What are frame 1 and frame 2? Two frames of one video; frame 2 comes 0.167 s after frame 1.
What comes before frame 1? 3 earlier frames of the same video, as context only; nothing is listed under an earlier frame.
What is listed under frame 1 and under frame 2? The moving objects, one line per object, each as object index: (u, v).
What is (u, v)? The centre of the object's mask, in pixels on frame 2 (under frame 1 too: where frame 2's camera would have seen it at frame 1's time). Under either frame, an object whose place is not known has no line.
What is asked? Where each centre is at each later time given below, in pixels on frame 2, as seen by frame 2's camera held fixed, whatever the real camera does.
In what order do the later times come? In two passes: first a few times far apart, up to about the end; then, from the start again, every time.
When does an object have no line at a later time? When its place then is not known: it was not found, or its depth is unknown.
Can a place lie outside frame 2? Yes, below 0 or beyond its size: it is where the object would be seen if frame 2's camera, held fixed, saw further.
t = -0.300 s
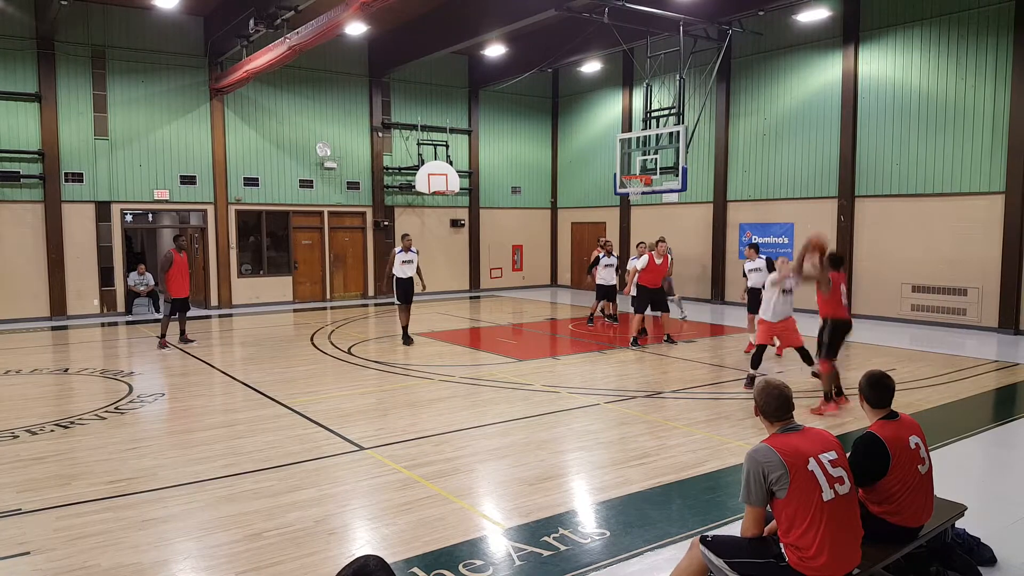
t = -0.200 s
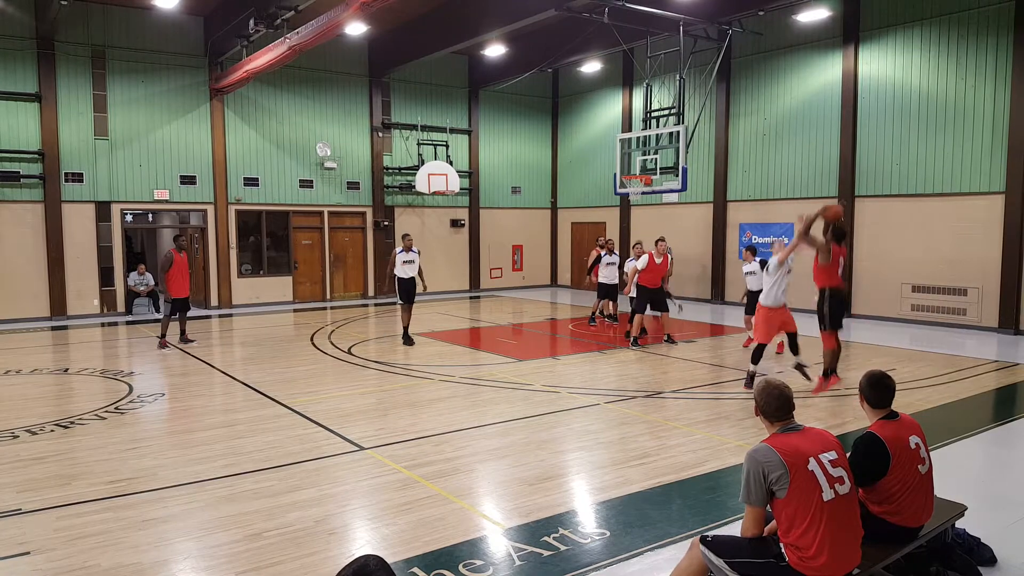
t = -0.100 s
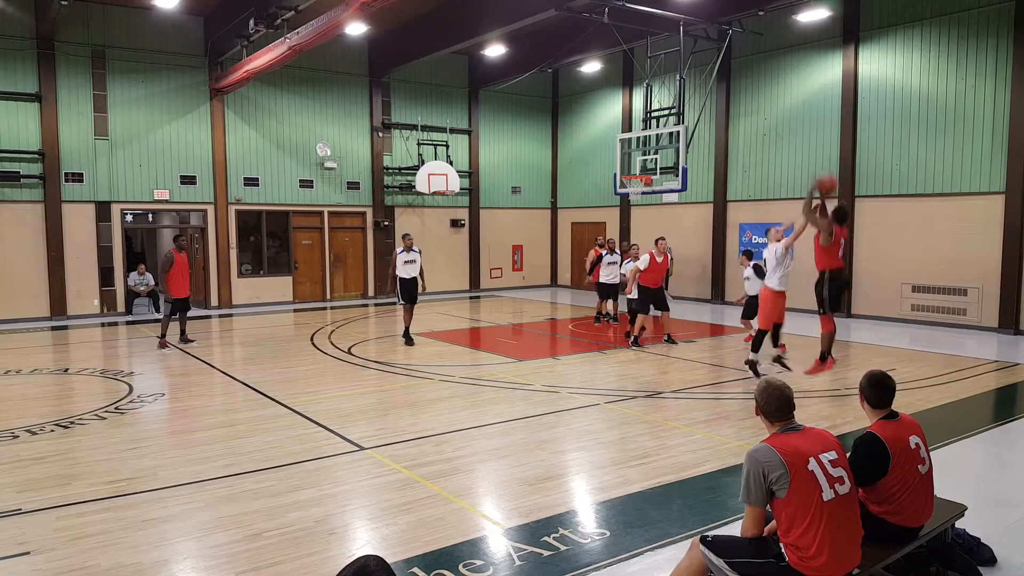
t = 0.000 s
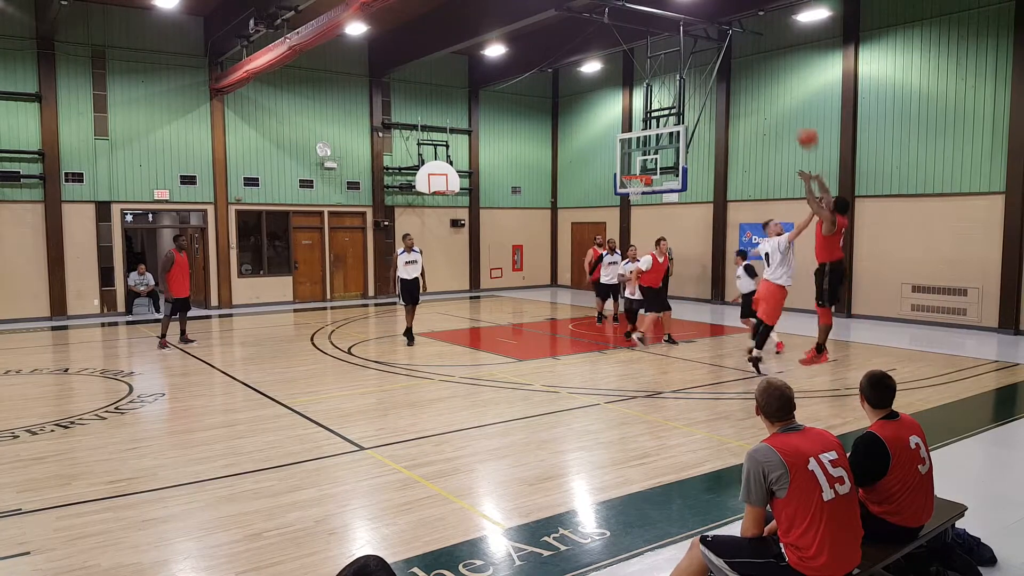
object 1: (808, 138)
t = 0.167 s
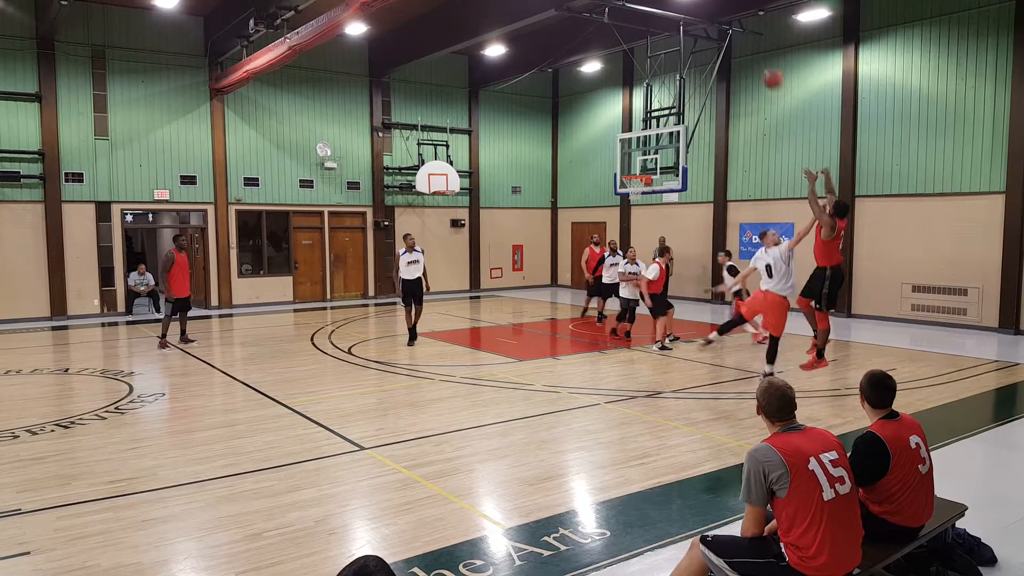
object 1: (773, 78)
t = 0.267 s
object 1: (755, 58)
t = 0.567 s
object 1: (708, 43)
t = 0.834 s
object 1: (674, 76)
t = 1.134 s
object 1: (643, 148)
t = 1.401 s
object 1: (627, 126)
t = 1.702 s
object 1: (611, 91)
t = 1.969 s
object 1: (597, 96)
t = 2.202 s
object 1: (585, 128)
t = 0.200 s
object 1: (767, 71)
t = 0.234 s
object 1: (761, 63)
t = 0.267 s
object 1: (755, 58)
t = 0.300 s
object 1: (749, 53)
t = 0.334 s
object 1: (743, 49)
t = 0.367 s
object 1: (738, 46)
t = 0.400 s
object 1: (732, 43)
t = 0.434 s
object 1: (726, 42)
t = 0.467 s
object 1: (721, 41)
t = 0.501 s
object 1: (716, 41)
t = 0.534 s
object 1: (713, 42)
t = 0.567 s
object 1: (708, 43)
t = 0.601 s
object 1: (702, 45)
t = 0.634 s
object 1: (697, 48)
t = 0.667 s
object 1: (693, 51)
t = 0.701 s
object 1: (690, 55)
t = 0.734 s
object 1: (686, 60)
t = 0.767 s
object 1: (681, 64)
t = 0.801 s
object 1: (677, 70)
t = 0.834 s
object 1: (674, 76)
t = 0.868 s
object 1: (670, 82)
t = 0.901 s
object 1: (667, 90)
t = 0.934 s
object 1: (663, 97)
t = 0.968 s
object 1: (660, 105)
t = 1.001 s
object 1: (656, 114)
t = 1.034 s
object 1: (653, 122)
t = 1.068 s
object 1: (649, 130)
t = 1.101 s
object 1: (646, 141)
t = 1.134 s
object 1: (643, 148)
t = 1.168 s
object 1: (640, 159)
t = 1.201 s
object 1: (636, 169)
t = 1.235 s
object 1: (634, 166)
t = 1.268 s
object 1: (633, 158)
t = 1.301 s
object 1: (632, 149)
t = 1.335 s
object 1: (629, 142)
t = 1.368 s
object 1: (628, 133)
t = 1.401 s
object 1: (627, 126)
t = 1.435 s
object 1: (626, 122)
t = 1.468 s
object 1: (624, 115)
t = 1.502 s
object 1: (620, 110)
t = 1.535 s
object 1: (619, 106)
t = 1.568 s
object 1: (618, 101)
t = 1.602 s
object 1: (617, 98)
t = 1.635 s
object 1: (615, 95)
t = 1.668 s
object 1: (613, 92)
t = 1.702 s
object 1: (611, 91)
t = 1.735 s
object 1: (609, 90)
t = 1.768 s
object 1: (607, 89)
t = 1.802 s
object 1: (606, 89)
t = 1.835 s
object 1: (604, 89)
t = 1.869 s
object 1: (602, 90)
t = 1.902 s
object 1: (601, 91)
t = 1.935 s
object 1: (600, 94)
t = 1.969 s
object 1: (597, 96)
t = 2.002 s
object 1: (596, 99)
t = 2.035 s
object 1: (594, 103)
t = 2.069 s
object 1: (592, 107)
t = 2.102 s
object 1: (589, 112)
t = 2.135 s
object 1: (588, 116)
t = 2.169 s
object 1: (587, 122)
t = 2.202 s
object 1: (585, 128)
